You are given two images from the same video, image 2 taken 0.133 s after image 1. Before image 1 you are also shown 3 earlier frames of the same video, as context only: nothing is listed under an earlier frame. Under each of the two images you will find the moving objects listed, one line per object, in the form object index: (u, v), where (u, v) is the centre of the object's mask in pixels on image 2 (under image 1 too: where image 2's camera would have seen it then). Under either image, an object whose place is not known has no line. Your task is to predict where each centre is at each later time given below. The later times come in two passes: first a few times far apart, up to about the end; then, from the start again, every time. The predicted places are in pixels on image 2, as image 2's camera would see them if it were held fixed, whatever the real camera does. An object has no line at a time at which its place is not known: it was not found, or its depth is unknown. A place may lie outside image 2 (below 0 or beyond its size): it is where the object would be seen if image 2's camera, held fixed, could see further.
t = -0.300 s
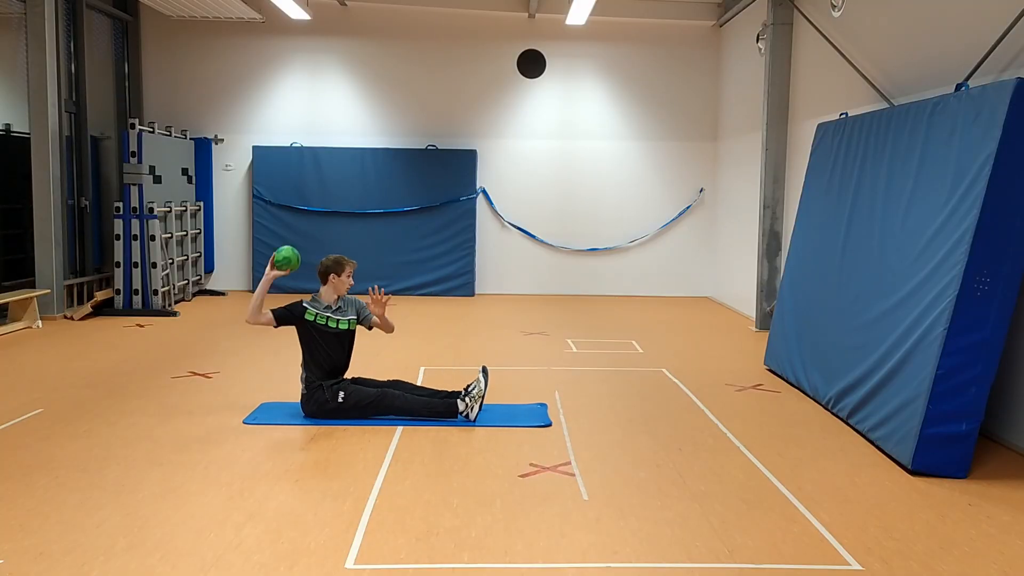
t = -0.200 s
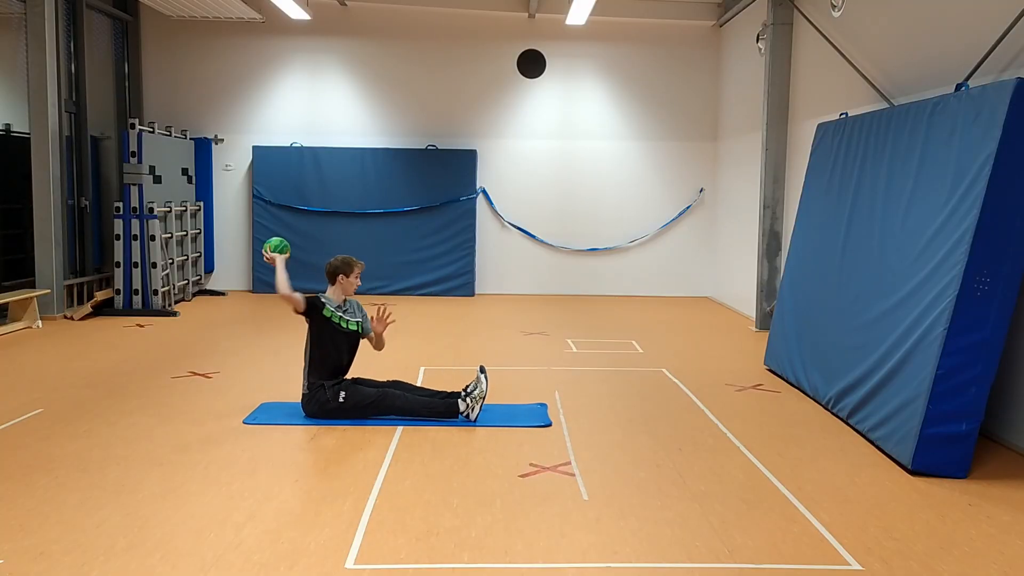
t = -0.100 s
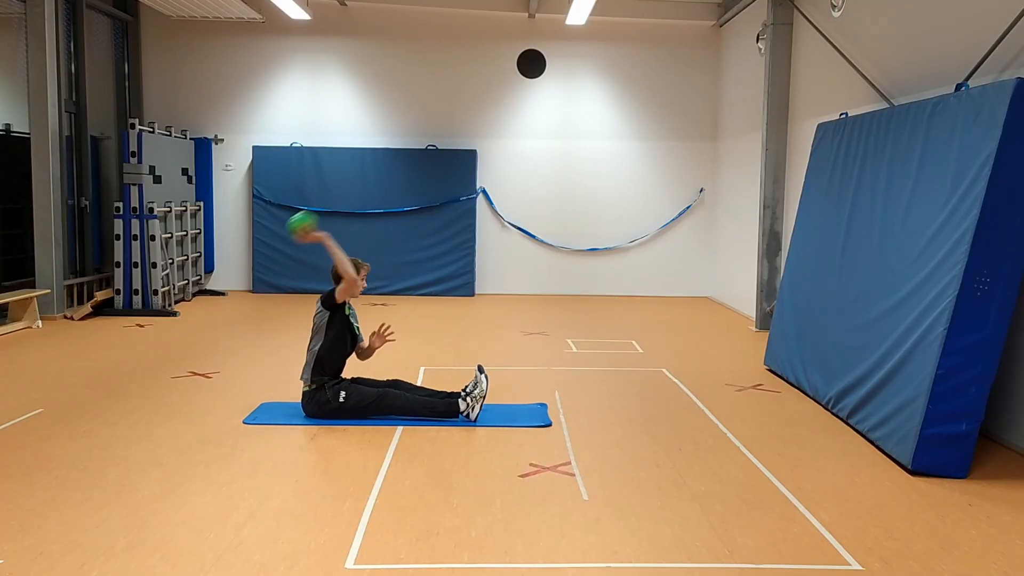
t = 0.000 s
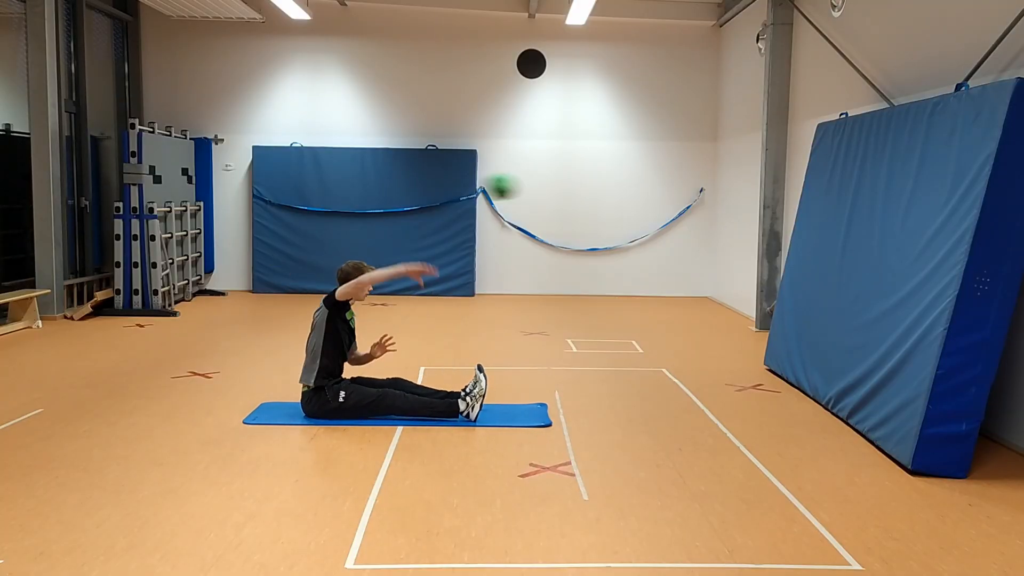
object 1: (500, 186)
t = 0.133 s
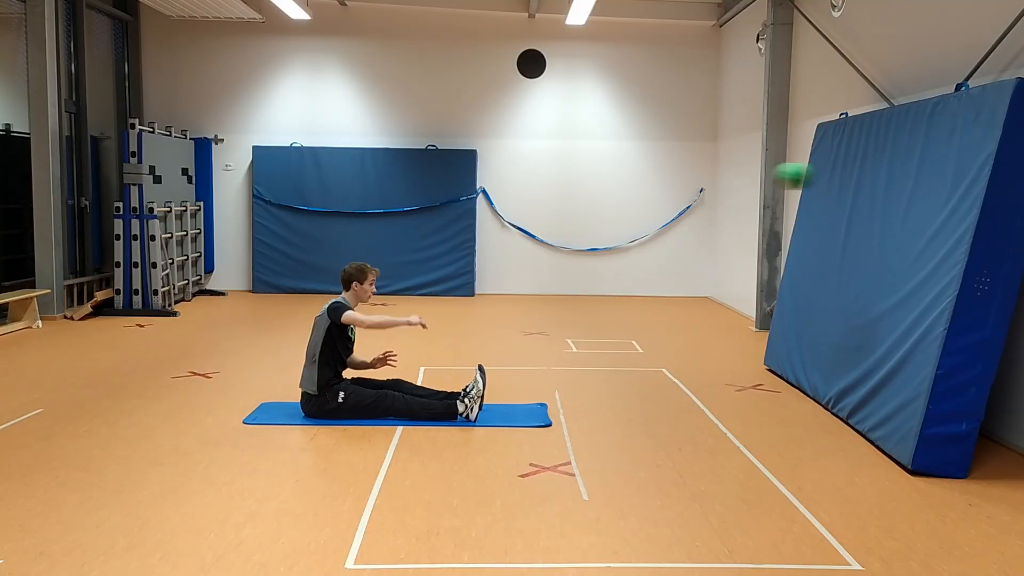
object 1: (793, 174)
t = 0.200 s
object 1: (907, 177)
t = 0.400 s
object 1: (800, 164)
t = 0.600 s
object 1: (696, 214)
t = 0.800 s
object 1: (596, 323)
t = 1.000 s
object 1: (541, 355)
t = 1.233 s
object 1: (532, 282)
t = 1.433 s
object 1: (523, 283)
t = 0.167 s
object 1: (865, 176)
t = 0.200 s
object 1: (907, 177)
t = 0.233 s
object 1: (889, 170)
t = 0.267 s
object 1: (871, 165)
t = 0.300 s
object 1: (853, 162)
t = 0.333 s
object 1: (836, 161)
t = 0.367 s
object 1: (818, 161)
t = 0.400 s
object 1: (800, 164)
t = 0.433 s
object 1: (782, 167)
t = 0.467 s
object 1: (765, 174)
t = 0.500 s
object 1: (748, 181)
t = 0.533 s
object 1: (730, 191)
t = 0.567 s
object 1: (713, 202)
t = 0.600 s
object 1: (696, 214)
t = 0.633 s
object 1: (679, 229)
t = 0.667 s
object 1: (662, 244)
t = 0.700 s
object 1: (645, 262)
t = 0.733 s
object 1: (628, 281)
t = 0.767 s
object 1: (612, 302)
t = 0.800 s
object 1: (596, 323)
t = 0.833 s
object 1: (579, 347)
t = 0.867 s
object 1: (563, 372)
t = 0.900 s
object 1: (548, 398)
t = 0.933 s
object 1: (543, 389)
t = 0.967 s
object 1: (542, 371)
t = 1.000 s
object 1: (541, 355)
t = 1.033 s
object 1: (540, 339)
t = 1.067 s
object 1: (538, 326)
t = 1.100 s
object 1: (537, 314)
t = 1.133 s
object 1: (536, 304)
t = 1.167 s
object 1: (535, 295)
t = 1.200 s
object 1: (533, 288)
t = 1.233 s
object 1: (532, 282)
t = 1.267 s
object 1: (531, 278)
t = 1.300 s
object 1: (529, 276)
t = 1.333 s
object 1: (528, 275)
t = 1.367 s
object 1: (526, 276)
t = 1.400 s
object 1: (525, 279)
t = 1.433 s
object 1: (523, 283)
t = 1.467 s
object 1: (521, 289)
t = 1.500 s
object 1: (520, 296)
